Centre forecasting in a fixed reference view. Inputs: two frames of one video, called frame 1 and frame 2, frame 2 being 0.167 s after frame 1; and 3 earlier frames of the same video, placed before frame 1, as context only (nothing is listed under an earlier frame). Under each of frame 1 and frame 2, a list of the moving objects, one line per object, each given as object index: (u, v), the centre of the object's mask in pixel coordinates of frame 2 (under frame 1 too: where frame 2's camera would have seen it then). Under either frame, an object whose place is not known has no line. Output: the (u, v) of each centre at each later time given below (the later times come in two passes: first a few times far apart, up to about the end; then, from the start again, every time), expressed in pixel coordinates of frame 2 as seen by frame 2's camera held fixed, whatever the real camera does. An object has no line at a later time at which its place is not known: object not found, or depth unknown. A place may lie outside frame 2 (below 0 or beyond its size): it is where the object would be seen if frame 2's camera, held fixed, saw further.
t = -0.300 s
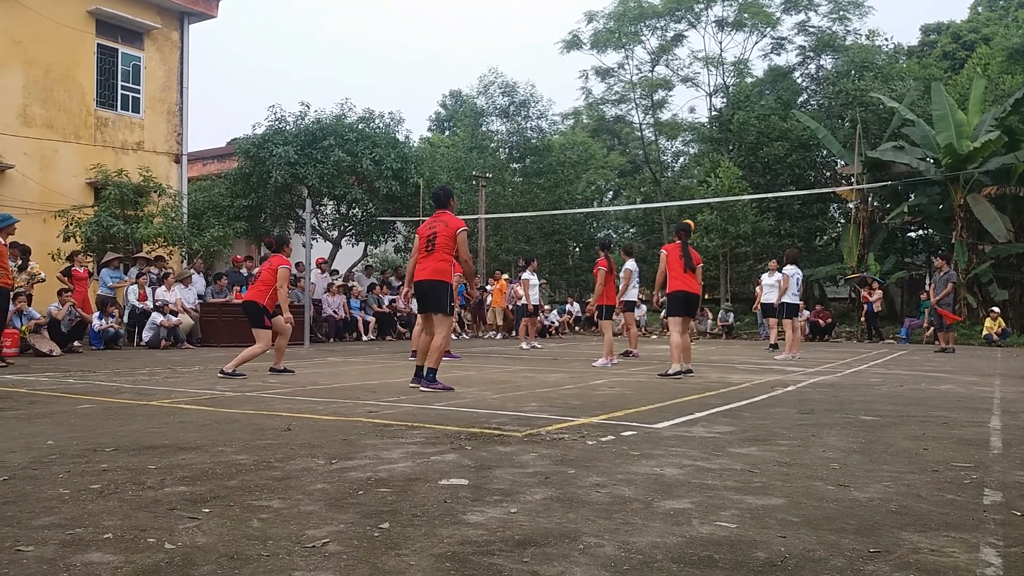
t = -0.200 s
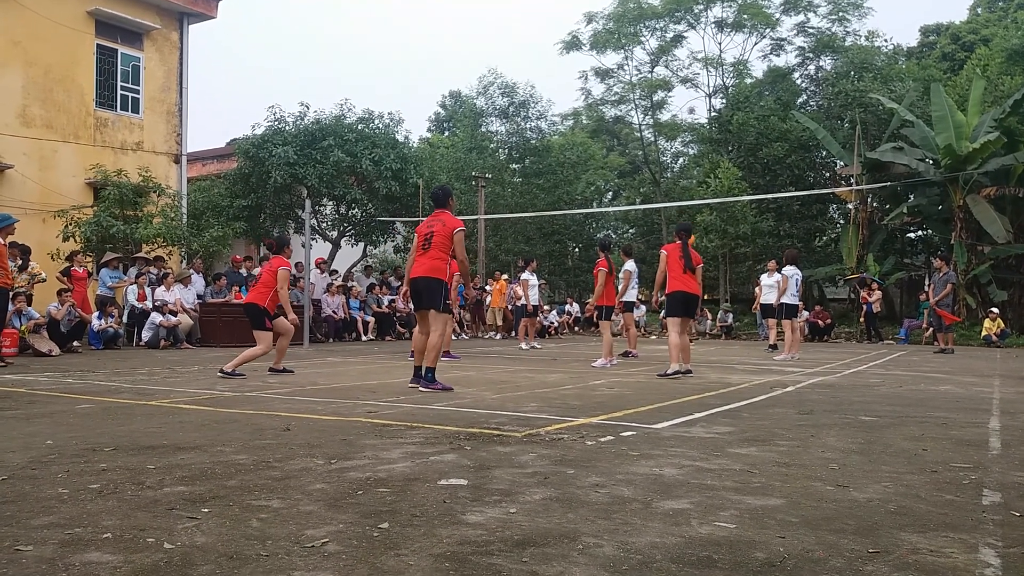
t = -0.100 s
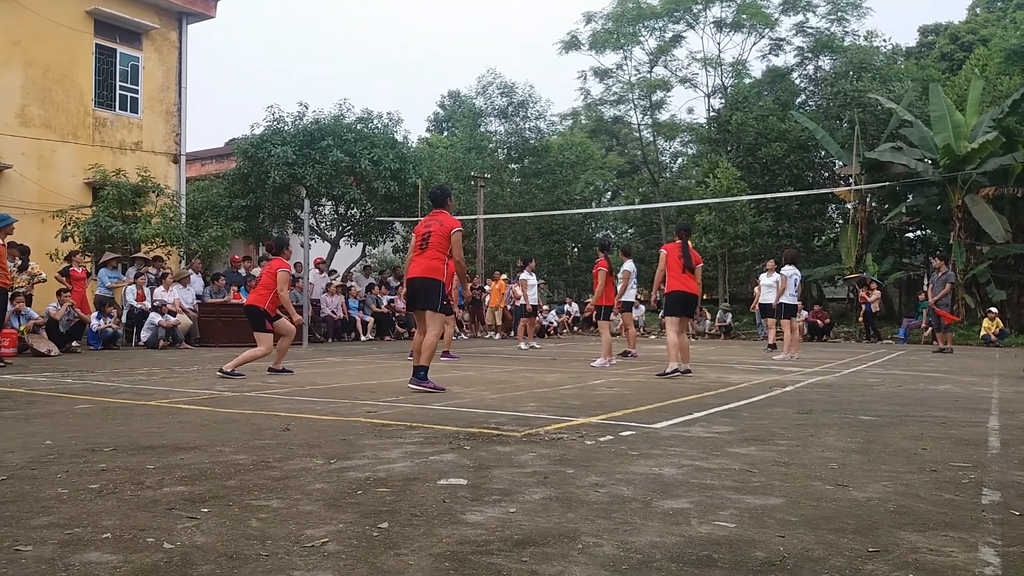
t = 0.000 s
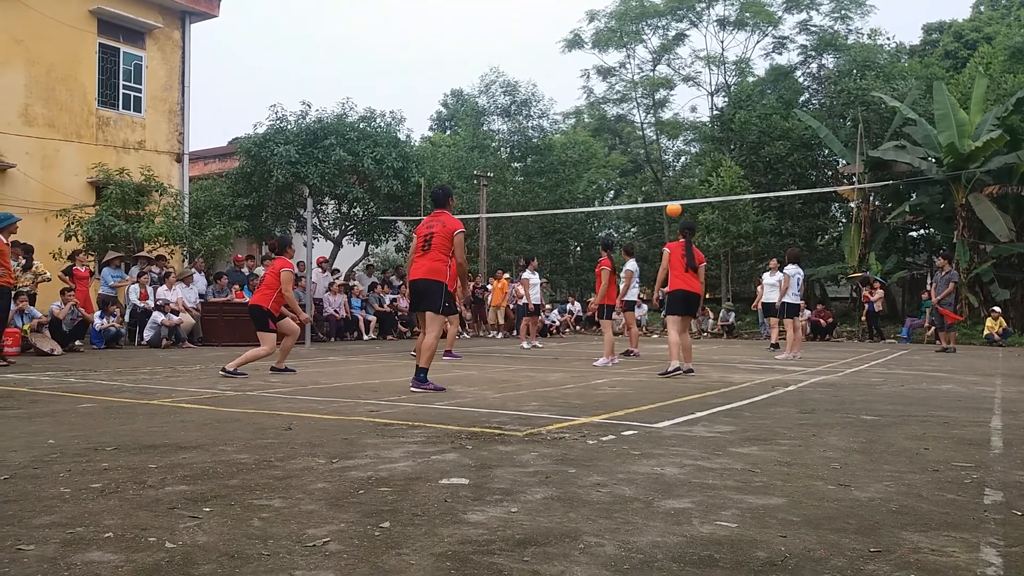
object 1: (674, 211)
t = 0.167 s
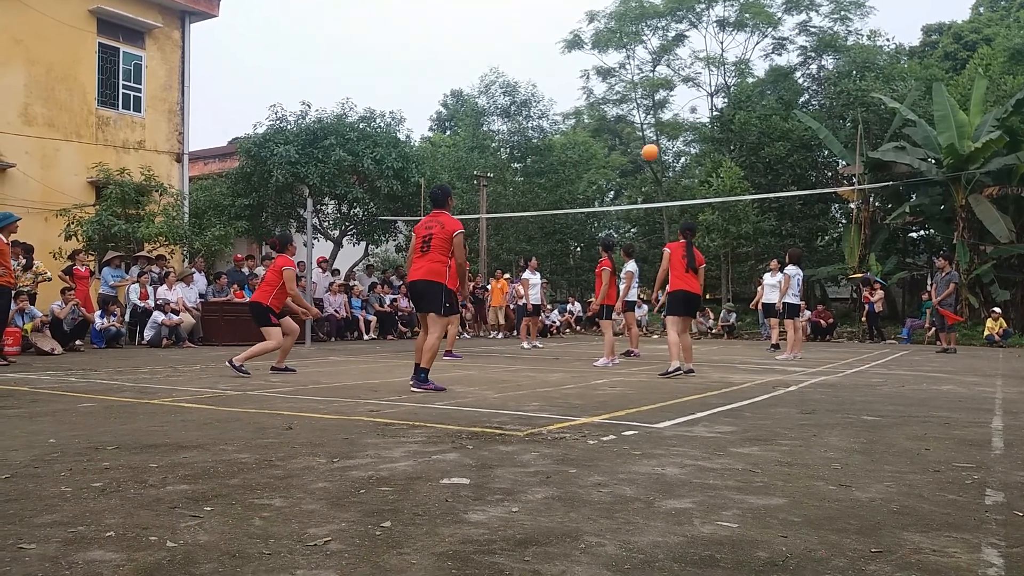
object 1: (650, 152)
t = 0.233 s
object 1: (640, 131)
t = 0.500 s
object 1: (598, 65)
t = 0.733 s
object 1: (554, 44)
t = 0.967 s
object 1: (502, 73)
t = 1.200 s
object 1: (441, 165)
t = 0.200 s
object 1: (645, 141)
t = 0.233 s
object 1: (640, 131)
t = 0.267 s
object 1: (635, 121)
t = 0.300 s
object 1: (631, 111)
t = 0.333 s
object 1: (625, 102)
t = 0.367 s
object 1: (620, 93)
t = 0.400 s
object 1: (615, 85)
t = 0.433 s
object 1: (609, 78)
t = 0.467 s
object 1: (604, 71)
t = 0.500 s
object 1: (598, 65)
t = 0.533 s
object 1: (593, 60)
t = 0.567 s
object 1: (586, 55)
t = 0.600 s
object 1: (580, 51)
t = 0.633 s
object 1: (574, 47)
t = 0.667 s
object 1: (568, 45)
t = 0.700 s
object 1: (561, 44)
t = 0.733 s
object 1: (554, 44)
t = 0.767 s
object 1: (547, 45)
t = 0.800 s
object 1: (541, 46)
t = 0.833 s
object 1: (533, 49)
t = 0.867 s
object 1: (525, 53)
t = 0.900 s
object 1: (519, 58)
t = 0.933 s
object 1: (511, 64)
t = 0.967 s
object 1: (502, 73)
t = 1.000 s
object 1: (494, 82)
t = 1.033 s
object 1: (486, 91)
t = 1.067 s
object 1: (477, 104)
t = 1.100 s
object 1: (468, 117)
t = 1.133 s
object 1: (459, 131)
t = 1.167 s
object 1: (450, 147)
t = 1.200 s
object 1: (441, 165)
